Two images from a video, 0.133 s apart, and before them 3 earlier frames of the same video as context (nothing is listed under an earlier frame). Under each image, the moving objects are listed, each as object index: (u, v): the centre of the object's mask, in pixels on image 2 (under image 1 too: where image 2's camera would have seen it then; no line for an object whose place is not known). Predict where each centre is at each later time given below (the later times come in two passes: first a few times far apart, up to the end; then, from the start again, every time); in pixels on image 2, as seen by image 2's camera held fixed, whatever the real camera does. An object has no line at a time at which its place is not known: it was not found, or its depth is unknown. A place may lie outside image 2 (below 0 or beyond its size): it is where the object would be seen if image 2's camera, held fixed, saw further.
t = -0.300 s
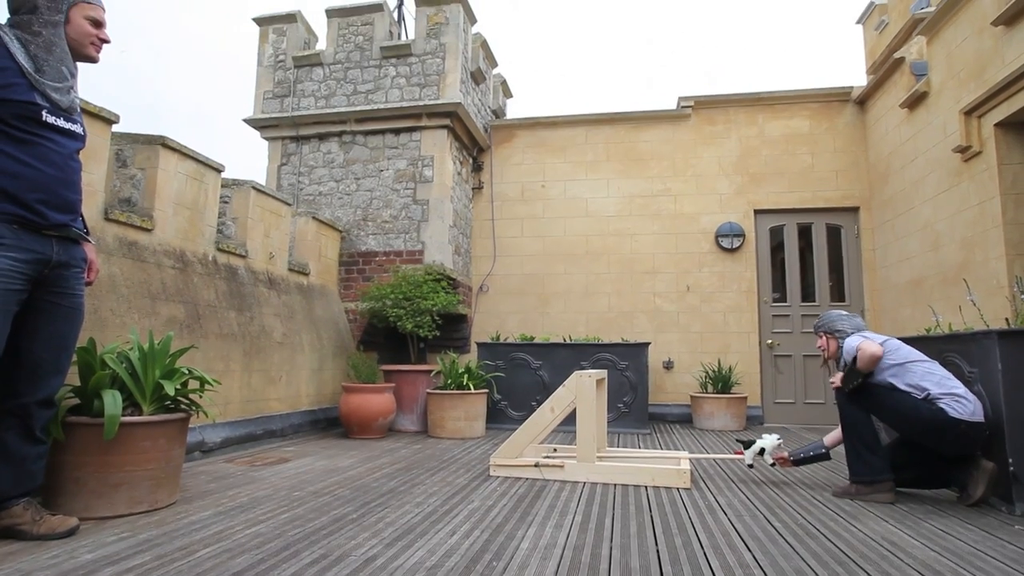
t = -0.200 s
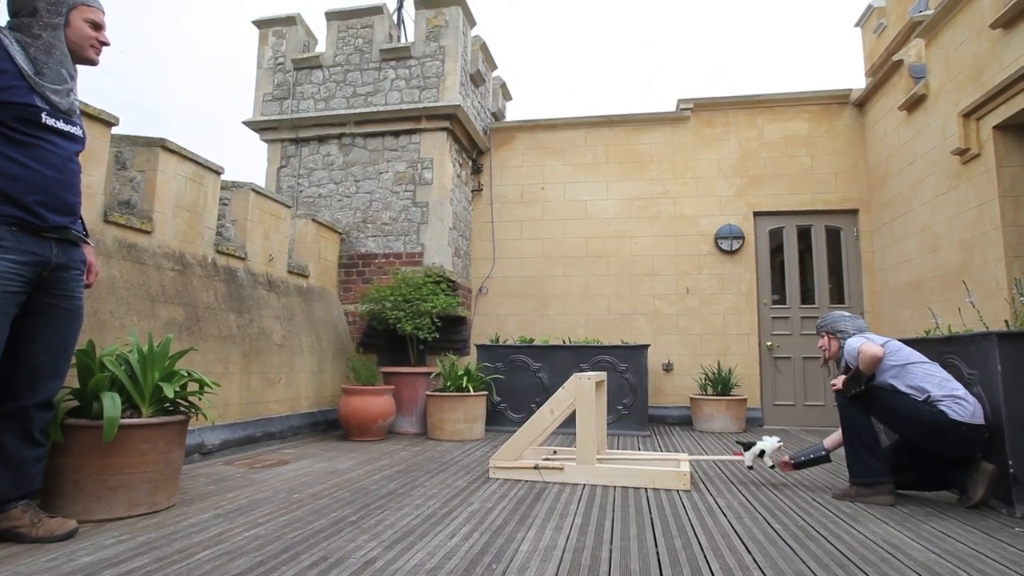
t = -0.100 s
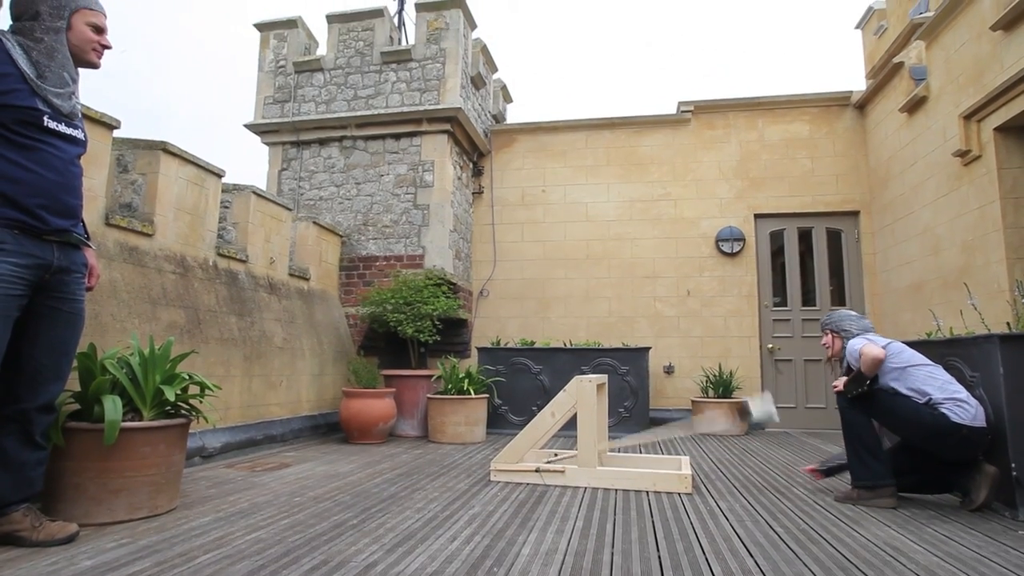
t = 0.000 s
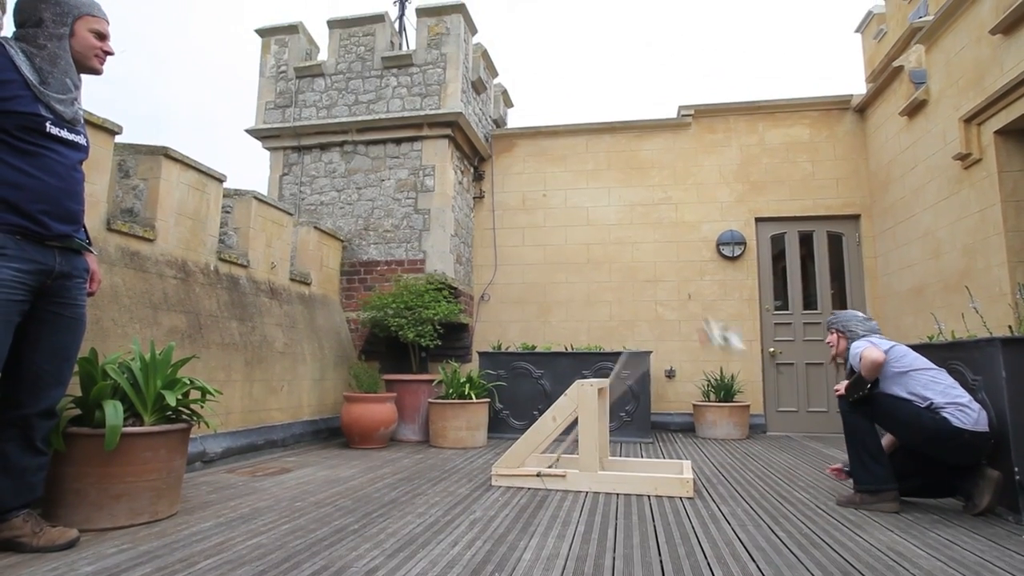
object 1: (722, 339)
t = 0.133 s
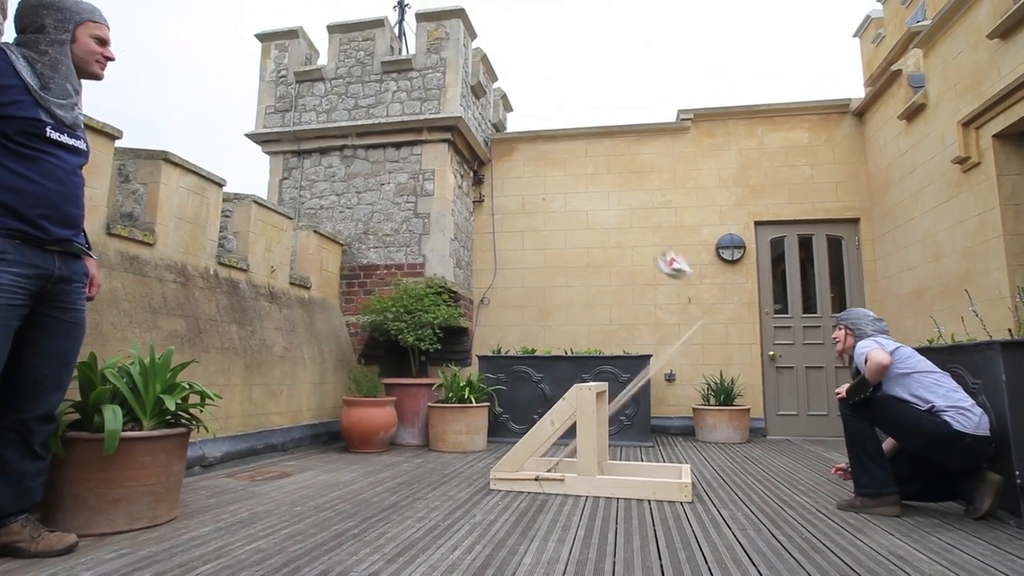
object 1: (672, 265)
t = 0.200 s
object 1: (650, 245)
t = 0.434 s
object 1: (580, 222)
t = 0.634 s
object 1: (522, 283)
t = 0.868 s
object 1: (461, 429)
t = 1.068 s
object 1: (430, 440)
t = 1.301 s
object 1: (411, 460)
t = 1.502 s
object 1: (398, 451)
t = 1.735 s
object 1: (388, 460)
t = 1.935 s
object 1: (388, 461)
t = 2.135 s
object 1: (388, 461)
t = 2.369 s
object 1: (388, 460)
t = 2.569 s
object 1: (388, 461)
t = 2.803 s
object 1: (388, 461)
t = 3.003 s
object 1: (388, 461)
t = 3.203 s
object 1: (388, 460)
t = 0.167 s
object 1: (663, 253)
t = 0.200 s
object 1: (650, 245)
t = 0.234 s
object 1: (643, 234)
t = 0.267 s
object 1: (631, 226)
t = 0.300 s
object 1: (622, 222)
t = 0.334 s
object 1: (611, 219)
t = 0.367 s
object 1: (600, 219)
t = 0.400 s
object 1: (592, 219)
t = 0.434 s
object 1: (580, 222)
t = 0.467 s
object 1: (571, 226)
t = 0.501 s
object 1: (562, 234)
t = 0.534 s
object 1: (551, 242)
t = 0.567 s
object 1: (542, 254)
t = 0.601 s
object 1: (533, 264)
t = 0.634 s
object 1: (522, 283)
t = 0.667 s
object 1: (515, 298)
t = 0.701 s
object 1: (506, 313)
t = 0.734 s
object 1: (500, 328)
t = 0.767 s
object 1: (489, 354)
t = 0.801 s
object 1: (480, 377)
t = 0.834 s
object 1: (471, 402)
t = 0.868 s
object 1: (461, 429)
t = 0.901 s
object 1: (452, 460)
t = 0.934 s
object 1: (445, 469)
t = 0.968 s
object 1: (441, 461)
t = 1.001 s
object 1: (438, 451)
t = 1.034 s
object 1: (433, 444)
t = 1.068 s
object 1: (430, 440)
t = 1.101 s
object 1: (427, 438)
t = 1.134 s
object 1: (424, 438)
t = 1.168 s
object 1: (422, 439)
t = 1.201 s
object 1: (418, 443)
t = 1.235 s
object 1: (415, 448)
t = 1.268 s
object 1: (413, 456)
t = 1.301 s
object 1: (411, 460)
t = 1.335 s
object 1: (409, 457)
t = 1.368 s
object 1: (407, 453)
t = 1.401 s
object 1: (404, 450)
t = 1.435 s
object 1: (403, 452)
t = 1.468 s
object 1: (401, 452)
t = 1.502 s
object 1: (398, 451)
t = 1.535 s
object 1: (396, 452)
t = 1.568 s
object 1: (394, 453)
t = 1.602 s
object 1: (394, 457)
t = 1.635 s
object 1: (391, 460)
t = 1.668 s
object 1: (390, 460)
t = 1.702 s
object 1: (389, 460)
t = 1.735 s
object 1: (388, 460)
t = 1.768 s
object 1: (388, 460)
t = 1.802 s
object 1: (388, 461)
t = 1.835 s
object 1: (388, 461)
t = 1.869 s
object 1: (388, 461)
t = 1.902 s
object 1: (388, 461)
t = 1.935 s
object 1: (388, 461)
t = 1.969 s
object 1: (388, 461)
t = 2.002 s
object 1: (388, 461)
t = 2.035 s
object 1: (388, 461)
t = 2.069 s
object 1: (388, 461)
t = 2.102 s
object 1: (388, 461)
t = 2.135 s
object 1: (388, 461)
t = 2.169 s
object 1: (388, 461)
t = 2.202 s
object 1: (388, 461)
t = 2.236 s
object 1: (388, 461)
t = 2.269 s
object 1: (388, 461)
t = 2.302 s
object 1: (388, 461)
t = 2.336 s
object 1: (388, 460)
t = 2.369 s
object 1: (388, 460)
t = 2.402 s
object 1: (388, 461)
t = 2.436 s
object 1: (388, 461)
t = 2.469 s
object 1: (388, 461)
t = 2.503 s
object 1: (388, 461)
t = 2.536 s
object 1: (388, 461)
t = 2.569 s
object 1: (388, 461)
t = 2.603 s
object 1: (388, 461)
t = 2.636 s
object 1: (388, 461)
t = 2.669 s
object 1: (388, 461)
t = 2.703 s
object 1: (388, 460)
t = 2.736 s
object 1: (388, 460)
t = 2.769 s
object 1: (388, 461)
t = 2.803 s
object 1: (388, 461)
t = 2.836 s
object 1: (388, 461)
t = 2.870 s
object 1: (388, 461)
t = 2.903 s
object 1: (388, 461)
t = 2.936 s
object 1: (388, 461)
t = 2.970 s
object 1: (388, 461)
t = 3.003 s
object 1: (388, 461)
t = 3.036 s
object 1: (388, 461)
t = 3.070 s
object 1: (388, 461)
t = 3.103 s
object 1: (388, 461)
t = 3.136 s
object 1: (388, 461)
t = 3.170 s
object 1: (388, 460)
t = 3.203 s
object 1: (388, 460)
